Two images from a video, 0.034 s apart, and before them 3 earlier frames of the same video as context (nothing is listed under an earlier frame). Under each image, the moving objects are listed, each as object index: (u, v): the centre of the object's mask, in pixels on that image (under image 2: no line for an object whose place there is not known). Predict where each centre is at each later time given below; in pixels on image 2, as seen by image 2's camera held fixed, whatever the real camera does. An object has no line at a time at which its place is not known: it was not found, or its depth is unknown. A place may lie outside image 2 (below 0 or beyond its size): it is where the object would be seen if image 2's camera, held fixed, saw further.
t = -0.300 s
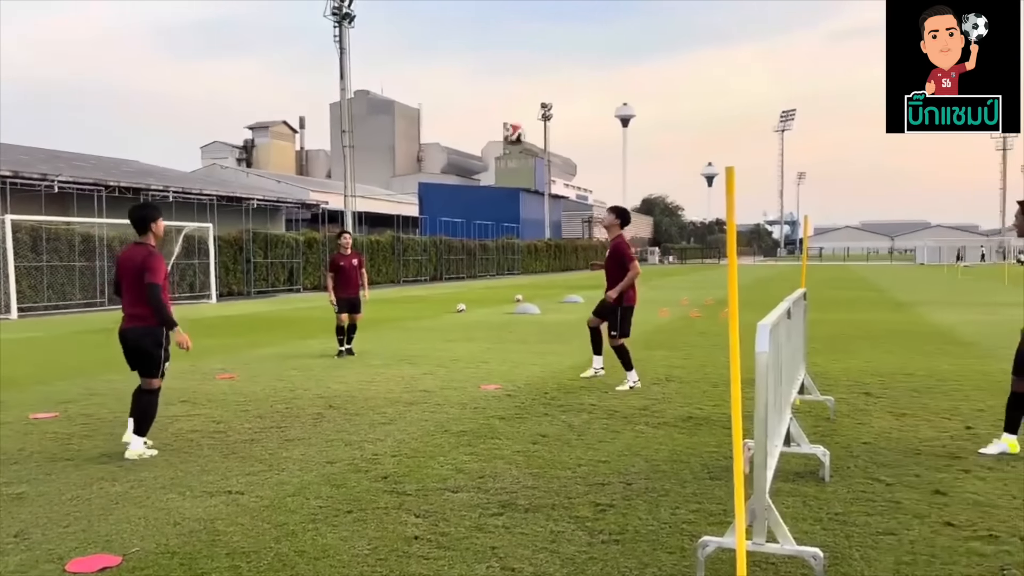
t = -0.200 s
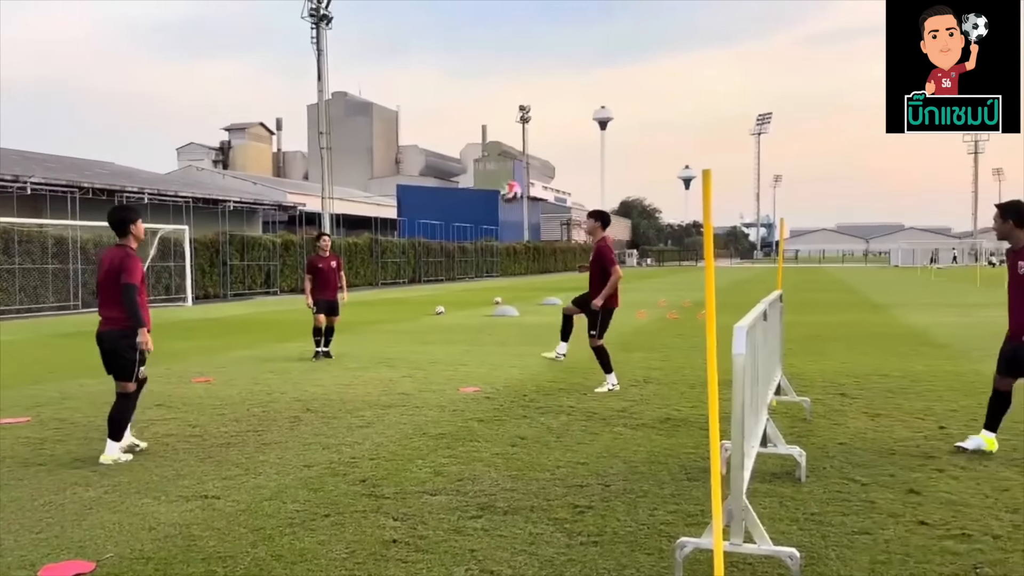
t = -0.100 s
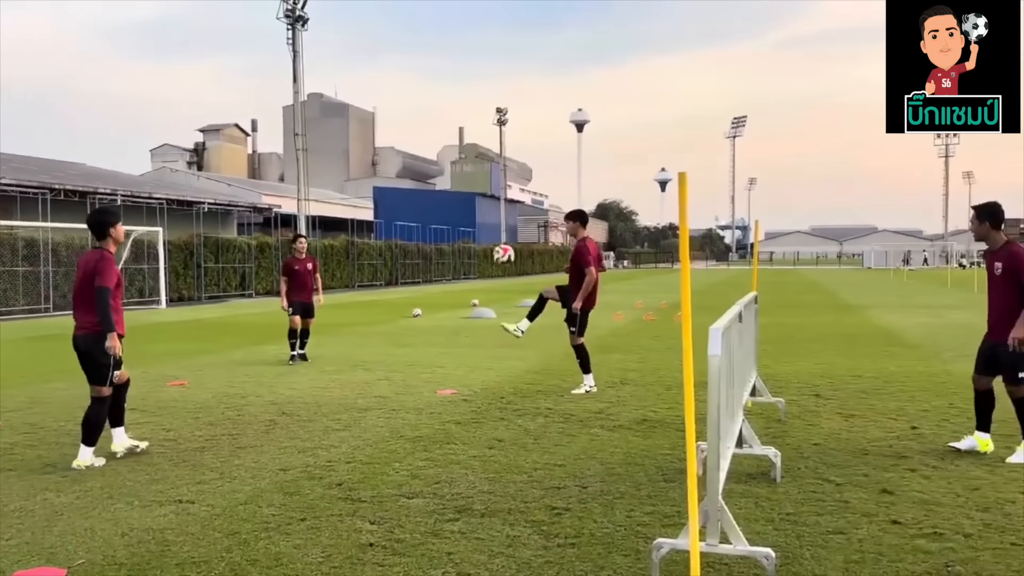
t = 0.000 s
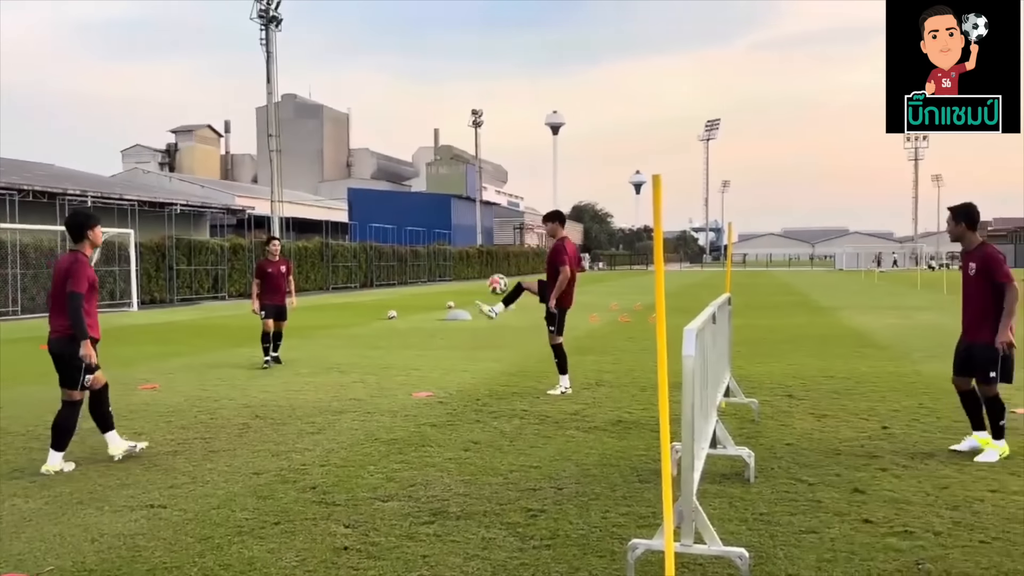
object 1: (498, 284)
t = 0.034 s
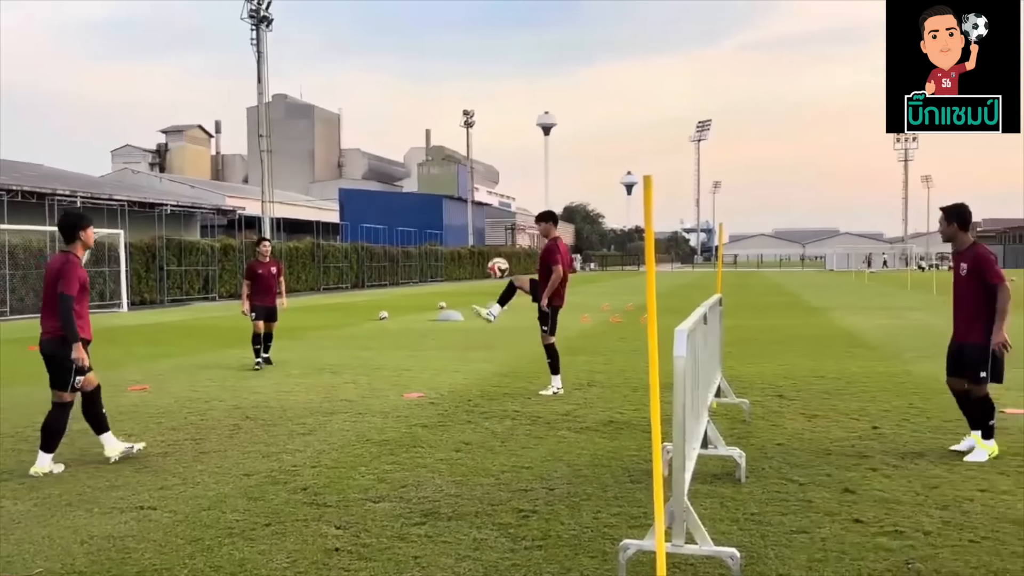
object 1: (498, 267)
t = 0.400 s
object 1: (611, 130)
